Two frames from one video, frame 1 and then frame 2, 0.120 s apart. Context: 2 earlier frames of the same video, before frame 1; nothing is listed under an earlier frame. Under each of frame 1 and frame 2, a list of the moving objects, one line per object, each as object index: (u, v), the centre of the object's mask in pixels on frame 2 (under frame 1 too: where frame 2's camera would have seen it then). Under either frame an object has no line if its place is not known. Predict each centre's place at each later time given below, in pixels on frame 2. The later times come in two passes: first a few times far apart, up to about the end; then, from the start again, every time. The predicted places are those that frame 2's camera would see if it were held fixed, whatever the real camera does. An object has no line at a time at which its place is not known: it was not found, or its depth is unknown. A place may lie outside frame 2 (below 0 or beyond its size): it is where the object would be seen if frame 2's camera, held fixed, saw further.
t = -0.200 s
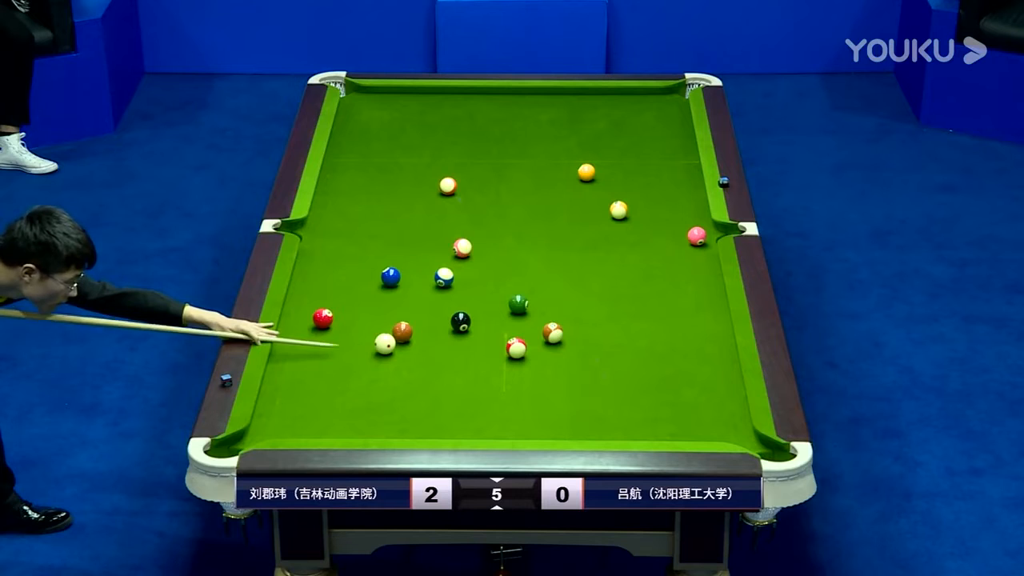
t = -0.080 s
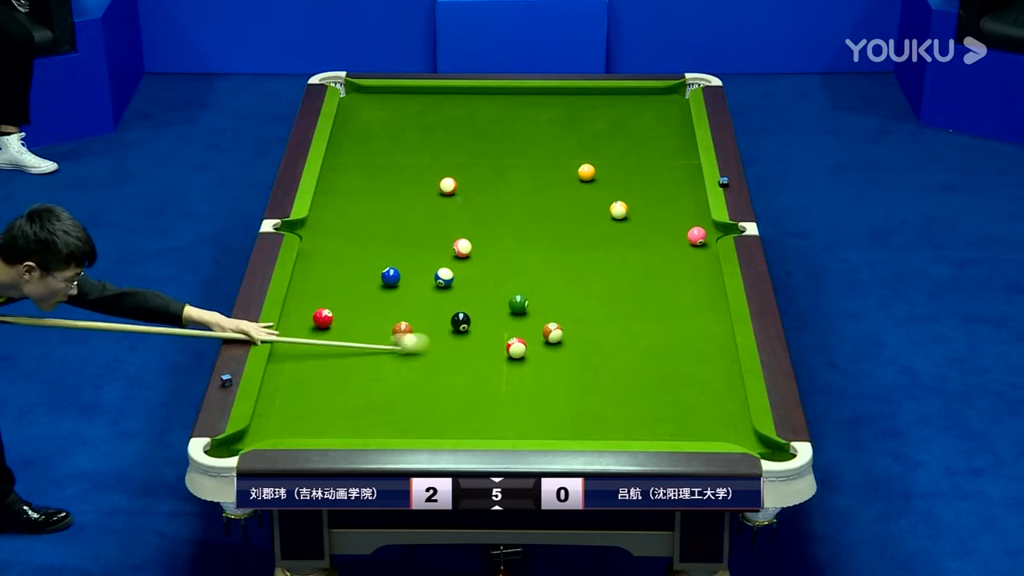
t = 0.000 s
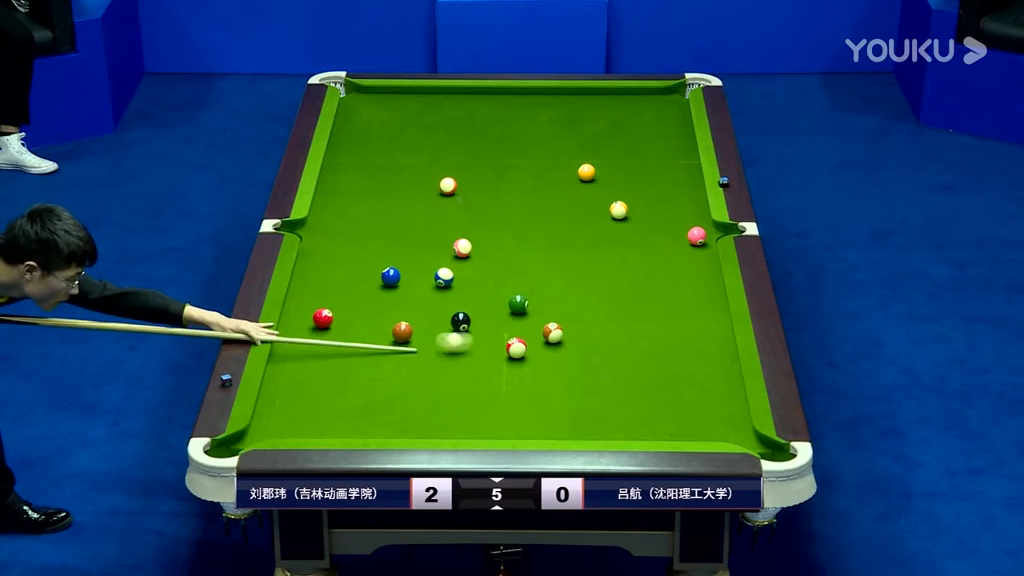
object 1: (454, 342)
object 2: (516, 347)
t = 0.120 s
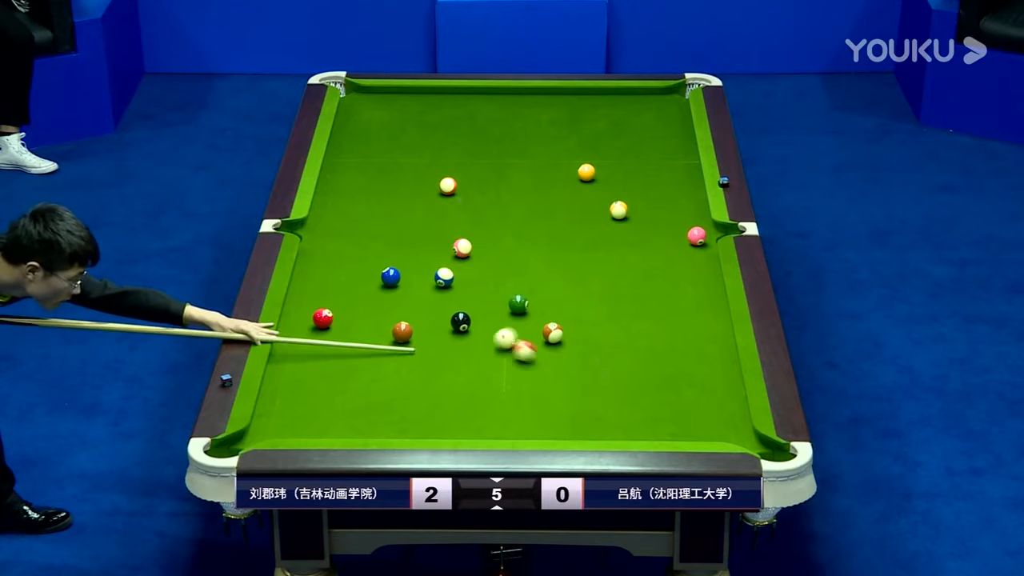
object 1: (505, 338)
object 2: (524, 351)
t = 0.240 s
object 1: (521, 328)
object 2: (551, 360)
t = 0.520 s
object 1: (540, 310)
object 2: (608, 381)
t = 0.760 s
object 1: (554, 296)
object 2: (659, 398)
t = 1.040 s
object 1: (570, 282)
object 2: (717, 419)
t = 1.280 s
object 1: (582, 270)
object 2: (732, 434)
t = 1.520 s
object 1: (593, 259)
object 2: (712, 432)
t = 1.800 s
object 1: (606, 248)
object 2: (693, 421)
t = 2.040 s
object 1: (615, 239)
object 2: (678, 411)
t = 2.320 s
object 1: (626, 230)
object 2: (662, 401)
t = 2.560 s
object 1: (634, 223)
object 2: (650, 394)
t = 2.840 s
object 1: (643, 215)
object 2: (638, 387)
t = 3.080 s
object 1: (650, 210)
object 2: (630, 382)
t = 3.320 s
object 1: (655, 205)
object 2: (622, 377)
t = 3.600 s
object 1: (662, 200)
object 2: (615, 374)
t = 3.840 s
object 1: (666, 196)
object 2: (610, 371)
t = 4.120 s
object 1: (671, 192)
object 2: (606, 369)
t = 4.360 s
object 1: (674, 190)
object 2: (603, 368)
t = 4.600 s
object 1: (677, 188)
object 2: (602, 367)
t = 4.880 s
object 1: (680, 187)
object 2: (602, 368)
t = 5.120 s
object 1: (681, 186)
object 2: (602, 368)
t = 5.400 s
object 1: (682, 185)
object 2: (602, 368)
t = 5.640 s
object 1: (682, 185)
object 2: (602, 368)
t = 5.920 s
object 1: (682, 185)
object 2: (602, 368)
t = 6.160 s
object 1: (682, 185)
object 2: (602, 368)
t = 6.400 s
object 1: (682, 185)
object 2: (602, 368)
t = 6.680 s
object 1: (682, 185)
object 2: (602, 368)
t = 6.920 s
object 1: (682, 185)
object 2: (602, 368)
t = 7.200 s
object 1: (682, 185)
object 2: (602, 368)
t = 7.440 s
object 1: (682, 185)
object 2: (602, 368)
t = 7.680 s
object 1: (682, 185)
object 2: (602, 368)
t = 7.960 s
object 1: (682, 185)
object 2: (602, 368)
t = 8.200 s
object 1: (682, 185)
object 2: (602, 368)
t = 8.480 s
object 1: (682, 185)
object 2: (602, 368)
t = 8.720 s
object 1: (682, 185)
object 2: (602, 368)
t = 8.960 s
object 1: (682, 185)
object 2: (602, 368)
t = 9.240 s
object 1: (682, 185)
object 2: (602, 368)
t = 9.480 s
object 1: (682, 186)
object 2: (602, 368)
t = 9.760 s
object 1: (682, 186)
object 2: (602, 368)
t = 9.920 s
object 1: (682, 186)
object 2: (602, 368)
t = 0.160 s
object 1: (512, 334)
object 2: (533, 354)
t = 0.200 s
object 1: (517, 331)
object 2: (542, 357)
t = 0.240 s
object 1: (521, 328)
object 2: (551, 360)
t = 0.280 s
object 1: (525, 325)
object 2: (558, 363)
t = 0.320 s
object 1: (527, 322)
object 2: (566, 366)
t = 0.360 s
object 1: (530, 320)
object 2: (575, 369)
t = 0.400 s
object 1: (532, 317)
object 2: (583, 372)
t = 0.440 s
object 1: (535, 315)
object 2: (592, 375)
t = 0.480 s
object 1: (537, 313)
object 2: (601, 378)
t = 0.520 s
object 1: (540, 310)
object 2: (608, 381)
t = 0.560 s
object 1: (542, 308)
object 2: (616, 383)
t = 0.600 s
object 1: (545, 305)
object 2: (625, 386)
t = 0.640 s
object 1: (547, 303)
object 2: (634, 389)
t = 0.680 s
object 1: (550, 301)
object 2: (642, 392)
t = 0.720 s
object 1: (552, 299)
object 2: (650, 395)
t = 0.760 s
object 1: (554, 296)
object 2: (659, 398)
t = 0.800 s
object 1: (557, 294)
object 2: (666, 401)
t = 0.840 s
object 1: (559, 292)
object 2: (674, 404)
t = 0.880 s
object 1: (561, 290)
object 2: (683, 406)
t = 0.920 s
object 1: (563, 288)
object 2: (692, 410)
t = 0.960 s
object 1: (565, 286)
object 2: (700, 413)
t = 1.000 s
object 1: (567, 283)
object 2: (708, 416)
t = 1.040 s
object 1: (570, 282)
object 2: (717, 419)
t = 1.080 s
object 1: (572, 279)
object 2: (725, 422)
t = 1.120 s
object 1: (574, 278)
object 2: (732, 425)
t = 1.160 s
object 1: (576, 276)
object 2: (740, 427)
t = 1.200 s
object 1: (578, 274)
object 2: (739, 431)
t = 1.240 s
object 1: (580, 272)
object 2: (735, 432)
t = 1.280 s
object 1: (582, 270)
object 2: (732, 434)
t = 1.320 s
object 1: (584, 268)
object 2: (728, 435)
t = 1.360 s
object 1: (586, 266)
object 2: (725, 436)
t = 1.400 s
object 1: (588, 265)
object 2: (721, 436)
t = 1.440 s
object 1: (590, 263)
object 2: (718, 434)
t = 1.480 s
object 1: (591, 261)
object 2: (715, 433)
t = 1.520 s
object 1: (593, 259)
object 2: (712, 432)
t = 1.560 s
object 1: (595, 258)
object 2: (709, 431)
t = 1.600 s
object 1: (597, 256)
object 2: (706, 429)
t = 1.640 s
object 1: (599, 254)
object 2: (704, 428)
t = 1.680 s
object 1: (601, 253)
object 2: (701, 426)
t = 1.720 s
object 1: (602, 251)
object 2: (698, 424)
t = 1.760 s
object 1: (604, 250)
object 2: (696, 422)
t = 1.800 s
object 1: (606, 248)
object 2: (693, 421)
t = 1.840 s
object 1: (607, 247)
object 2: (690, 419)
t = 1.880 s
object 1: (609, 245)
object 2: (688, 418)
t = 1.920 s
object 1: (611, 244)
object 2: (685, 416)
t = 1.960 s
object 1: (612, 242)
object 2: (683, 414)
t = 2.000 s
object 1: (614, 241)
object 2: (680, 413)
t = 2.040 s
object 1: (615, 239)
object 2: (678, 411)
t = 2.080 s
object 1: (617, 238)
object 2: (676, 410)
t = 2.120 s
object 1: (619, 237)
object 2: (674, 408)
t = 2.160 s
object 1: (620, 235)
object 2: (671, 407)
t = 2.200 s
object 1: (622, 234)
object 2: (669, 405)
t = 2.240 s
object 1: (623, 233)
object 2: (667, 404)
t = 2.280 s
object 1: (625, 232)
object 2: (665, 403)
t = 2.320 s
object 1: (626, 230)
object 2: (662, 401)
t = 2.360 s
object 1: (628, 229)
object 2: (660, 400)
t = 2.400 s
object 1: (629, 228)
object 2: (658, 399)
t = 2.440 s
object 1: (630, 227)
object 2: (656, 398)
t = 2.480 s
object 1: (632, 225)
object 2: (654, 396)
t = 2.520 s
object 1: (633, 224)
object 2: (652, 395)
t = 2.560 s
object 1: (634, 223)
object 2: (650, 394)
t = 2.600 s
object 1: (636, 222)
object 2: (649, 393)
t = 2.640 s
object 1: (637, 221)
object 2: (647, 392)
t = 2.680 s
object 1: (638, 220)
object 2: (645, 391)
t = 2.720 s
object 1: (639, 219)
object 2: (643, 390)
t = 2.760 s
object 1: (641, 218)
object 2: (642, 389)
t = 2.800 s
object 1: (642, 217)
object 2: (640, 388)
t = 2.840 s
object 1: (643, 215)
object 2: (638, 387)
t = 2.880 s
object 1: (644, 215)
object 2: (637, 387)
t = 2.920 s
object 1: (645, 214)
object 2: (635, 386)
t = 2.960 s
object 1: (646, 213)
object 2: (634, 385)
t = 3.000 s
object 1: (647, 212)
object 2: (632, 384)
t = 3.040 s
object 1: (649, 211)
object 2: (631, 383)
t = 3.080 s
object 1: (650, 210)
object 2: (630, 382)
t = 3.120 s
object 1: (651, 209)
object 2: (628, 382)
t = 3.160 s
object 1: (652, 208)
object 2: (627, 381)
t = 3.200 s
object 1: (653, 207)
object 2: (626, 380)
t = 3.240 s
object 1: (653, 206)
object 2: (624, 379)
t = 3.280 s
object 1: (654, 206)
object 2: (623, 378)
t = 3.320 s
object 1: (655, 205)
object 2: (622, 377)
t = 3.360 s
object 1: (656, 204)
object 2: (620, 377)
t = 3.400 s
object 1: (657, 203)
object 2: (620, 376)
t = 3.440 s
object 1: (658, 202)
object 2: (619, 376)
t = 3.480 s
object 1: (659, 202)
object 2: (618, 375)
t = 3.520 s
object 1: (660, 201)
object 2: (617, 375)
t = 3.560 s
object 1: (661, 200)
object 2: (616, 374)
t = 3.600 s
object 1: (662, 200)
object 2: (615, 374)
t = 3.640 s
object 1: (662, 199)
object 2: (614, 373)
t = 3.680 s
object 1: (663, 199)
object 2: (613, 372)
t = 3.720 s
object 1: (664, 198)
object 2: (612, 372)
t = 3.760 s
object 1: (665, 197)
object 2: (612, 372)
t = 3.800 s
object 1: (665, 197)
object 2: (611, 371)
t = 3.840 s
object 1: (666, 196)
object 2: (610, 371)
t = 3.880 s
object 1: (667, 195)
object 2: (609, 370)
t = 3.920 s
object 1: (667, 195)
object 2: (609, 370)
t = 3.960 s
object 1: (668, 195)
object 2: (608, 370)
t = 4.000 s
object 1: (669, 194)
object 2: (607, 369)
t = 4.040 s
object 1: (669, 194)
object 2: (607, 369)
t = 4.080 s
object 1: (670, 193)
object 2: (606, 369)
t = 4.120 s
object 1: (671, 192)
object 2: (606, 369)
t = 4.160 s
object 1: (671, 192)
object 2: (605, 368)
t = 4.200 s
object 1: (672, 192)
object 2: (605, 368)
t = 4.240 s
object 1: (672, 191)
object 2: (605, 368)
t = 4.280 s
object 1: (673, 191)
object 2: (604, 368)
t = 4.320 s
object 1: (674, 190)
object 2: (604, 368)
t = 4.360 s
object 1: (674, 190)
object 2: (603, 368)
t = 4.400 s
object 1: (675, 190)
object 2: (603, 367)
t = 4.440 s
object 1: (675, 189)
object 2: (603, 367)
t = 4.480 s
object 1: (676, 189)
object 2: (603, 367)
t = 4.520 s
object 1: (676, 189)
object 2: (602, 367)
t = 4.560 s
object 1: (677, 188)
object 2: (602, 367)
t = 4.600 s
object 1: (677, 188)
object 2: (602, 367)
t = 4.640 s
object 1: (677, 188)
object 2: (602, 367)
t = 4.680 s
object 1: (678, 188)
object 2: (602, 367)
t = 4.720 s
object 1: (678, 187)
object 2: (602, 367)
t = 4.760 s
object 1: (679, 187)
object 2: (602, 368)
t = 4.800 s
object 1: (679, 187)
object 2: (602, 368)
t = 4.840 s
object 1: (679, 187)
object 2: (602, 368)
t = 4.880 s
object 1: (680, 187)
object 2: (602, 368)
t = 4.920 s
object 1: (680, 186)
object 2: (602, 368)
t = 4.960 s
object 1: (680, 186)
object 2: (602, 368)
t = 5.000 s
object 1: (680, 186)
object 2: (602, 368)
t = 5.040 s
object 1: (681, 186)
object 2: (602, 368)
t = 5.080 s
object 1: (681, 186)
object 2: (602, 368)
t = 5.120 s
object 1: (681, 186)
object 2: (602, 368)
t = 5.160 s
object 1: (681, 186)
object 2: (602, 368)
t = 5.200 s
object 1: (681, 186)
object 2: (602, 368)
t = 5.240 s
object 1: (681, 186)
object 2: (602, 368)
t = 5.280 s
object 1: (682, 186)
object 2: (602, 368)
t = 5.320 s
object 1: (682, 185)
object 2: (602, 368)
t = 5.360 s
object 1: (682, 185)
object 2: (602, 368)
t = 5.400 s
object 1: (682, 185)
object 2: (602, 368)
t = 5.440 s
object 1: (682, 185)
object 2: (602, 368)
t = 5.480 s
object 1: (682, 185)
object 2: (602, 368)
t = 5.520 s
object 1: (682, 185)
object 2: (602, 368)
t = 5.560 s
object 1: (682, 185)
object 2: (602, 368)
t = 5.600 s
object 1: (682, 185)
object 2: (602, 368)
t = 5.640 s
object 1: (682, 185)
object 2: (602, 368)
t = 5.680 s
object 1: (682, 185)
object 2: (602, 368)
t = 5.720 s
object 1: (682, 185)
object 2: (602, 368)
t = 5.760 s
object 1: (682, 185)
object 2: (602, 368)
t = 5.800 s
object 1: (682, 185)
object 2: (602, 368)
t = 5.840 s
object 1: (682, 185)
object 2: (602, 368)
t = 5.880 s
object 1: (682, 185)
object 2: (602, 368)
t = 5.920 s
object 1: (682, 185)
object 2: (602, 368)
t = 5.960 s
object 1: (682, 185)
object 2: (602, 368)
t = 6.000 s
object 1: (682, 185)
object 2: (602, 368)
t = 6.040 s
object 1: (682, 185)
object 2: (602, 368)
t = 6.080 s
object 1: (682, 185)
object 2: (602, 368)
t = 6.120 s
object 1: (682, 185)
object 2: (602, 368)
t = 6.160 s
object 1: (682, 185)
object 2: (602, 368)
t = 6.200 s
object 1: (682, 185)
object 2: (602, 368)
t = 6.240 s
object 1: (682, 185)
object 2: (602, 368)
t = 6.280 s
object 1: (682, 185)
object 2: (602, 368)
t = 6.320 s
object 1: (682, 185)
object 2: (602, 368)
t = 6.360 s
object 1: (682, 185)
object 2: (602, 368)
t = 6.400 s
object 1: (682, 185)
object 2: (602, 368)
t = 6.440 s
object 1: (682, 185)
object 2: (602, 368)
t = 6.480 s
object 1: (682, 185)
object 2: (602, 368)
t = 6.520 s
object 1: (682, 185)
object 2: (602, 368)
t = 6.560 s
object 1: (682, 185)
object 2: (602, 368)
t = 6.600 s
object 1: (682, 185)
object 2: (602, 368)
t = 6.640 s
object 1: (682, 185)
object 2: (602, 368)
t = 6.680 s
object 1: (682, 185)
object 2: (602, 368)
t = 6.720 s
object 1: (682, 186)
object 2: (602, 368)
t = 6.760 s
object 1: (682, 186)
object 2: (602, 368)
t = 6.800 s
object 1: (682, 185)
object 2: (602, 368)
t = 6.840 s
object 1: (682, 185)
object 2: (602, 368)
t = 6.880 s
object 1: (682, 185)
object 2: (602, 368)
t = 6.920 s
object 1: (682, 185)
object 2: (602, 368)
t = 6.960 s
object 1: (682, 185)
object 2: (602, 368)
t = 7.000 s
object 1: (682, 185)
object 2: (602, 368)
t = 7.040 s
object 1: (682, 185)
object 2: (602, 368)
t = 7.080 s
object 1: (682, 185)
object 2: (602, 368)
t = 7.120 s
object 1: (682, 185)
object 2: (602, 368)
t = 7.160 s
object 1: (682, 185)
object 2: (602, 368)
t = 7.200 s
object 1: (682, 185)
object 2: (602, 368)
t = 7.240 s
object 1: (682, 185)
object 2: (602, 368)
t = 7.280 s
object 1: (682, 185)
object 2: (602, 368)
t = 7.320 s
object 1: (682, 185)
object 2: (602, 368)
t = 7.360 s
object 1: (682, 185)
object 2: (602, 368)
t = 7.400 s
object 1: (682, 185)
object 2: (602, 368)
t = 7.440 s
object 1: (682, 185)
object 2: (602, 368)
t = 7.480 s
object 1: (682, 185)
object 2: (602, 368)
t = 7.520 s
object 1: (682, 185)
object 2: (602, 368)
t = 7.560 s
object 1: (682, 185)
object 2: (602, 368)
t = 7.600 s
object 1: (682, 185)
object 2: (602, 368)
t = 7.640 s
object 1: (682, 185)
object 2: (602, 368)
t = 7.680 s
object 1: (682, 185)
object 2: (602, 368)
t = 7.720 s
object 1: (682, 185)
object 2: (602, 368)
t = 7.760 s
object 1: (682, 185)
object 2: (602, 368)
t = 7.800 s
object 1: (682, 186)
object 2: (602, 368)
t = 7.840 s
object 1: (682, 185)
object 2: (602, 368)
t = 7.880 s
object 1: (682, 185)
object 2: (602, 368)
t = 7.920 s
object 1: (682, 185)
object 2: (602, 368)
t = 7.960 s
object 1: (682, 185)
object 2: (602, 368)
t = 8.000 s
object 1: (682, 185)
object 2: (602, 368)
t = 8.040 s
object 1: (682, 185)
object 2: (602, 368)
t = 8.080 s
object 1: (682, 185)
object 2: (602, 368)
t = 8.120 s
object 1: (682, 185)
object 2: (602, 368)
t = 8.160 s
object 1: (682, 185)
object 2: (602, 368)
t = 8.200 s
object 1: (682, 185)
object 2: (602, 368)
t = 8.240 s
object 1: (682, 185)
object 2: (602, 368)
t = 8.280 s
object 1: (682, 185)
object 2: (602, 368)
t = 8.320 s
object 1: (682, 185)
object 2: (602, 368)
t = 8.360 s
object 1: (682, 185)
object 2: (602, 368)
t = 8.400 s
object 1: (682, 185)
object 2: (602, 368)
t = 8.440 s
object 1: (682, 185)
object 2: (602, 368)
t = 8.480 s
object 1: (682, 185)
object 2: (602, 368)
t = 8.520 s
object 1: (682, 185)
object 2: (602, 368)
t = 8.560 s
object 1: (682, 185)
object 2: (602, 368)
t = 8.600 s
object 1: (682, 185)
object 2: (602, 368)
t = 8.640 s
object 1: (682, 185)
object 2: (602, 368)
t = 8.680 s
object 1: (682, 185)
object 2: (602, 368)
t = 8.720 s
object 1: (682, 185)
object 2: (602, 368)
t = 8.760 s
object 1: (682, 185)
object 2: (602, 368)
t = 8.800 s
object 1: (682, 185)
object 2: (602, 368)
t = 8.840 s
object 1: (682, 185)
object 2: (602, 368)
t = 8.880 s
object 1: (682, 185)
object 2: (602, 368)
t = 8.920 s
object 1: (682, 185)
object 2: (602, 368)
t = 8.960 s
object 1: (682, 185)
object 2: (602, 368)
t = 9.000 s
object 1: (682, 185)
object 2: (602, 368)
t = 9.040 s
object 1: (682, 185)
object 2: (602, 368)
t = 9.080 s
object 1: (682, 185)
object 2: (602, 368)
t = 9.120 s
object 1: (682, 185)
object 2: (602, 368)
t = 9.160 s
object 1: (682, 185)
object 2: (602, 368)
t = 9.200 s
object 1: (682, 185)
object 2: (602, 368)
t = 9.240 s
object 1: (682, 185)
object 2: (602, 368)
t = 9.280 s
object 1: (682, 185)
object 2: (602, 368)
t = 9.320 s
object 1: (682, 186)
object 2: (602, 368)
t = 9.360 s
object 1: (682, 186)
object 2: (602, 368)
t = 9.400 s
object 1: (682, 186)
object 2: (602, 368)
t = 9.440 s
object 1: (682, 186)
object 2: (602, 368)
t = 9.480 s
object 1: (682, 186)
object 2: (602, 368)
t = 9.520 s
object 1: (682, 186)
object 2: (602, 368)
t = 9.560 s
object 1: (682, 186)
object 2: (602, 368)
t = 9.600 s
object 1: (682, 186)
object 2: (602, 368)
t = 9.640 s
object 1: (682, 185)
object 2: (602, 368)
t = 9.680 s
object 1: (682, 186)
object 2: (602, 368)
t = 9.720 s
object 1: (682, 186)
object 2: (602, 368)
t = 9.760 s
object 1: (682, 186)
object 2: (602, 368)
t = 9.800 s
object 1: (682, 186)
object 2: (602, 368)
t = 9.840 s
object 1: (682, 185)
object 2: (602, 368)
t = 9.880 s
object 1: (682, 186)
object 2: (602, 368)
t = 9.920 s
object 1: (682, 186)
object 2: (602, 368)
